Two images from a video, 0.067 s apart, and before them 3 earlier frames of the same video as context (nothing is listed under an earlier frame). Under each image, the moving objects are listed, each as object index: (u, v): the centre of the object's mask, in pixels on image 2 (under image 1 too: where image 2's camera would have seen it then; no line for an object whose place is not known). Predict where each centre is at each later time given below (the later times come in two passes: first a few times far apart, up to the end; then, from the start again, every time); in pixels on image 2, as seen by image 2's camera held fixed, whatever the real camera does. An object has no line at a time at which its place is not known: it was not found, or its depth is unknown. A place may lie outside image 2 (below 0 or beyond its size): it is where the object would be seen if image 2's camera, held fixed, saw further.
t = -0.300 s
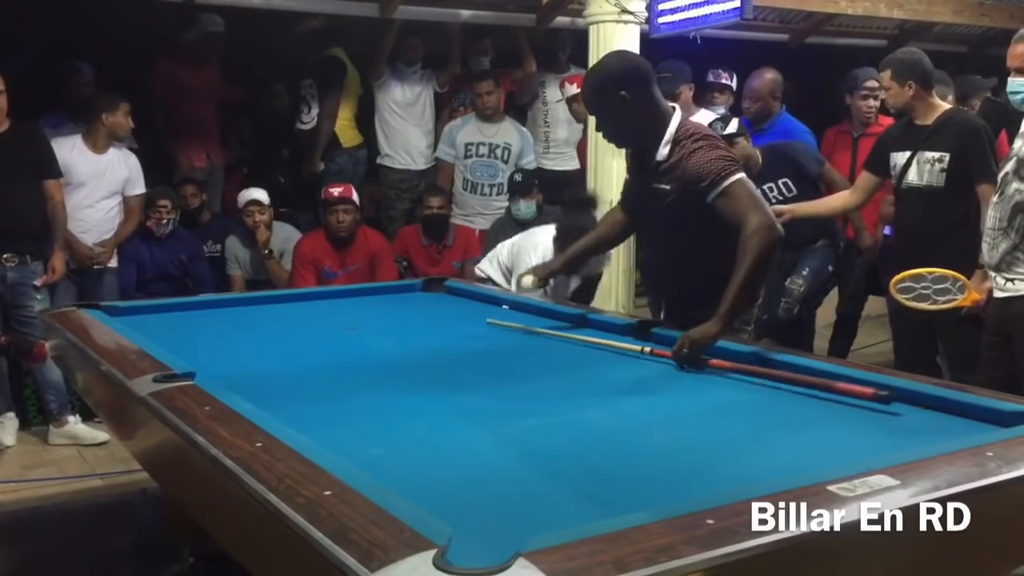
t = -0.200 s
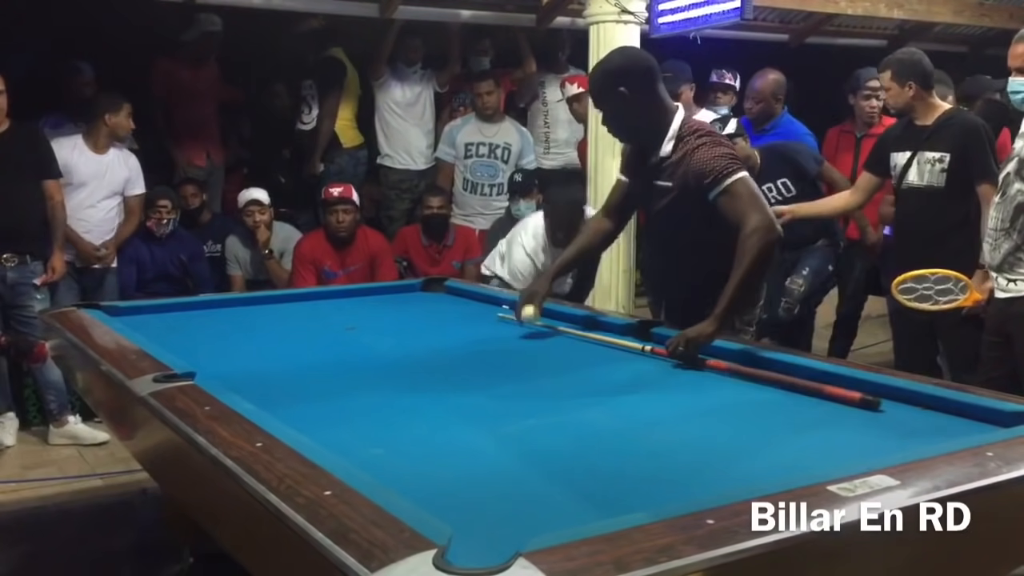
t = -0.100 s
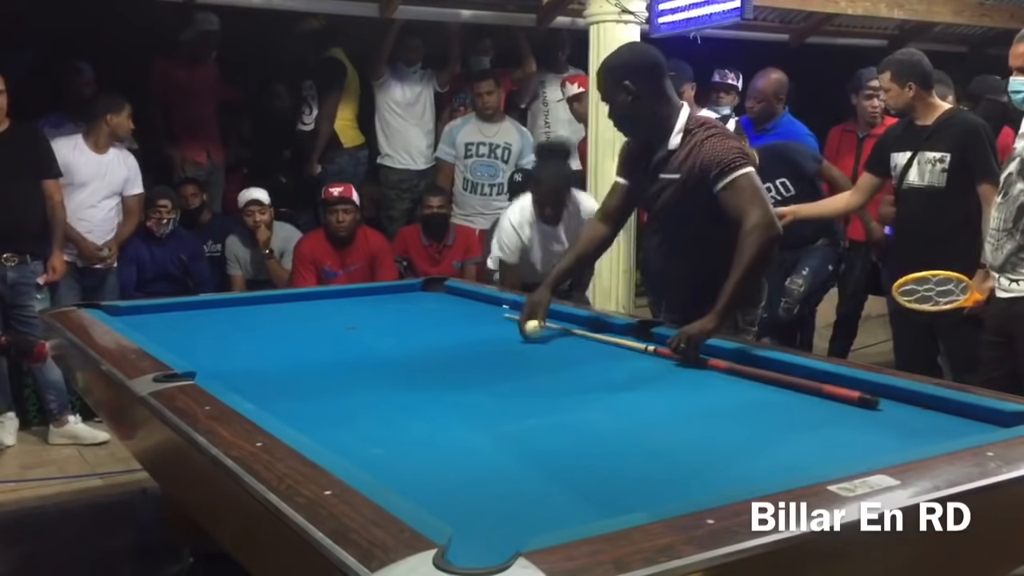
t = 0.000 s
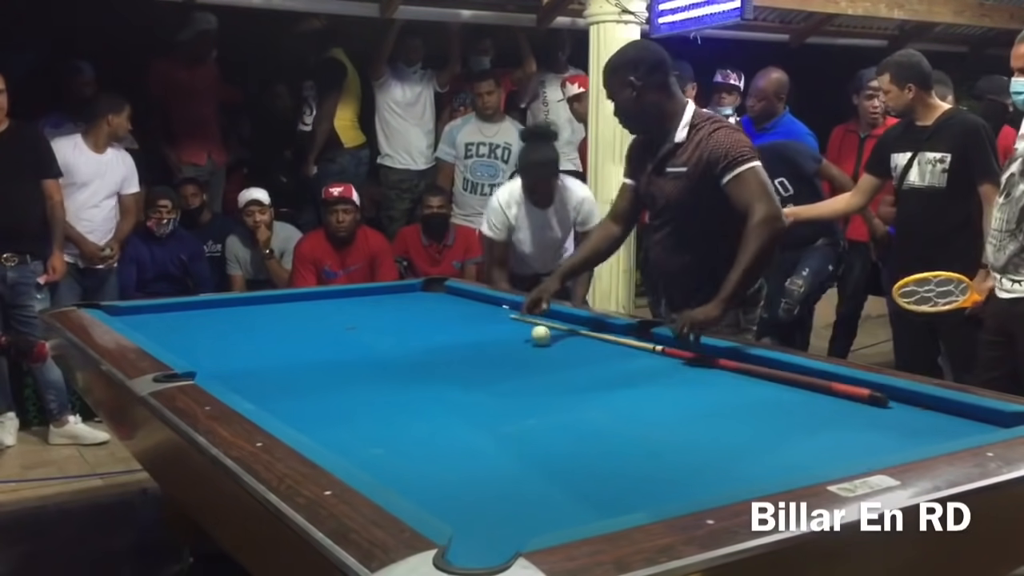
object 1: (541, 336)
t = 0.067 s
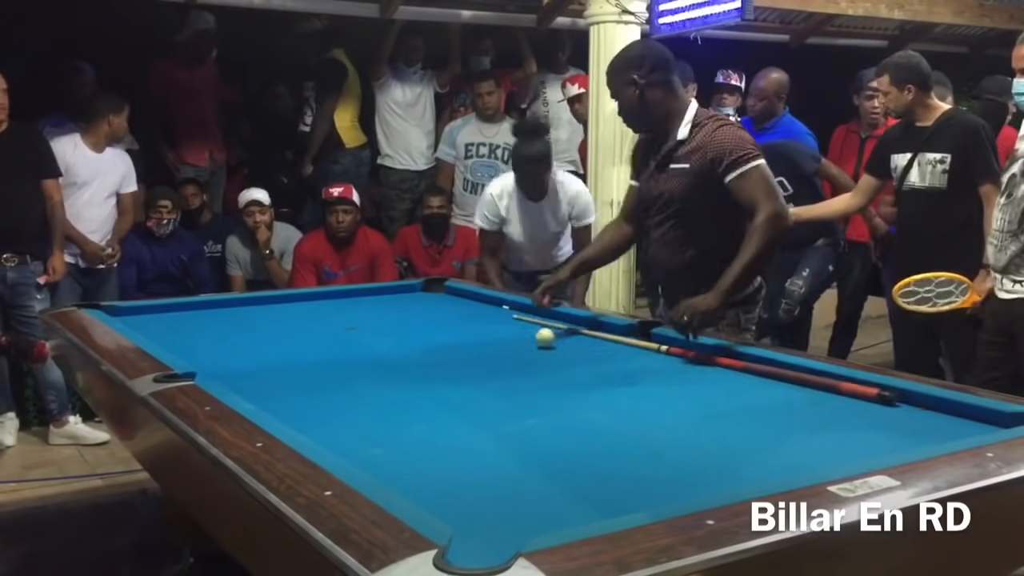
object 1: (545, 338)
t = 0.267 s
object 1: (559, 344)
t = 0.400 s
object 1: (567, 348)
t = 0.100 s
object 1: (547, 339)
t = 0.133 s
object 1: (550, 340)
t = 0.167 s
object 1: (552, 341)
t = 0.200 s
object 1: (554, 342)
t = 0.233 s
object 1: (557, 343)
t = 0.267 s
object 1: (559, 344)
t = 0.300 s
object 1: (561, 345)
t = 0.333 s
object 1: (563, 346)
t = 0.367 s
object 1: (566, 347)
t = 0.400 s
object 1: (567, 348)
